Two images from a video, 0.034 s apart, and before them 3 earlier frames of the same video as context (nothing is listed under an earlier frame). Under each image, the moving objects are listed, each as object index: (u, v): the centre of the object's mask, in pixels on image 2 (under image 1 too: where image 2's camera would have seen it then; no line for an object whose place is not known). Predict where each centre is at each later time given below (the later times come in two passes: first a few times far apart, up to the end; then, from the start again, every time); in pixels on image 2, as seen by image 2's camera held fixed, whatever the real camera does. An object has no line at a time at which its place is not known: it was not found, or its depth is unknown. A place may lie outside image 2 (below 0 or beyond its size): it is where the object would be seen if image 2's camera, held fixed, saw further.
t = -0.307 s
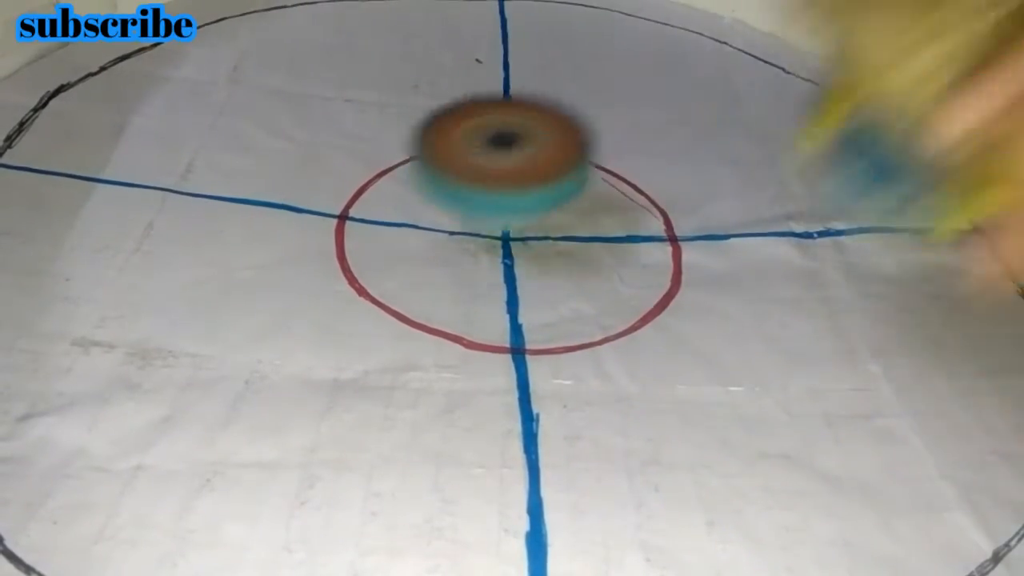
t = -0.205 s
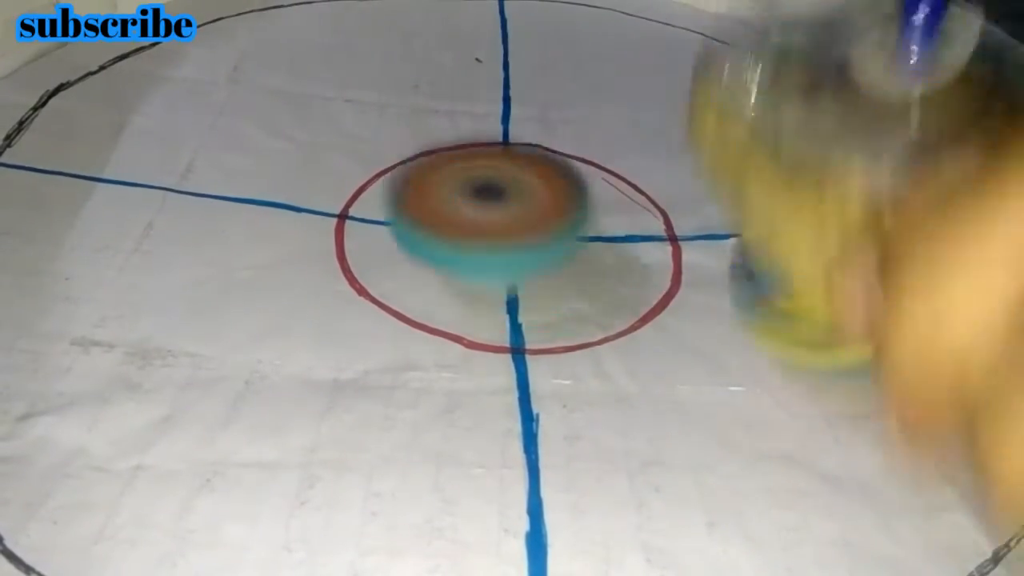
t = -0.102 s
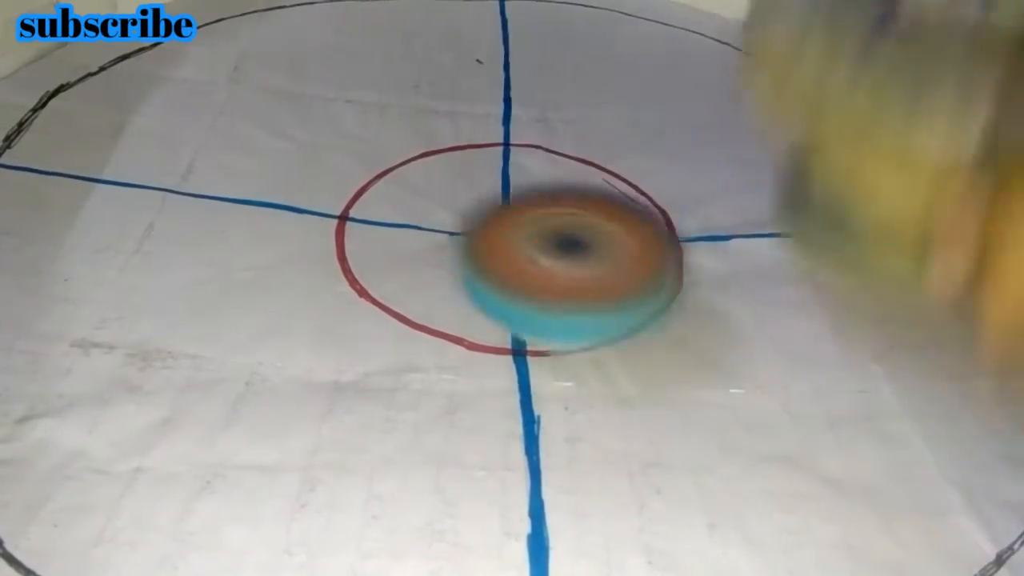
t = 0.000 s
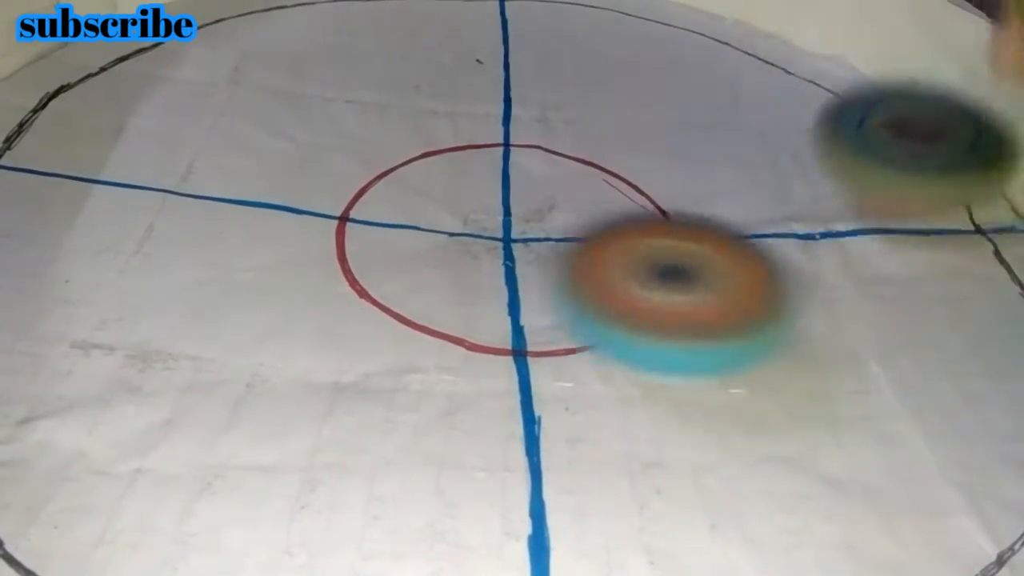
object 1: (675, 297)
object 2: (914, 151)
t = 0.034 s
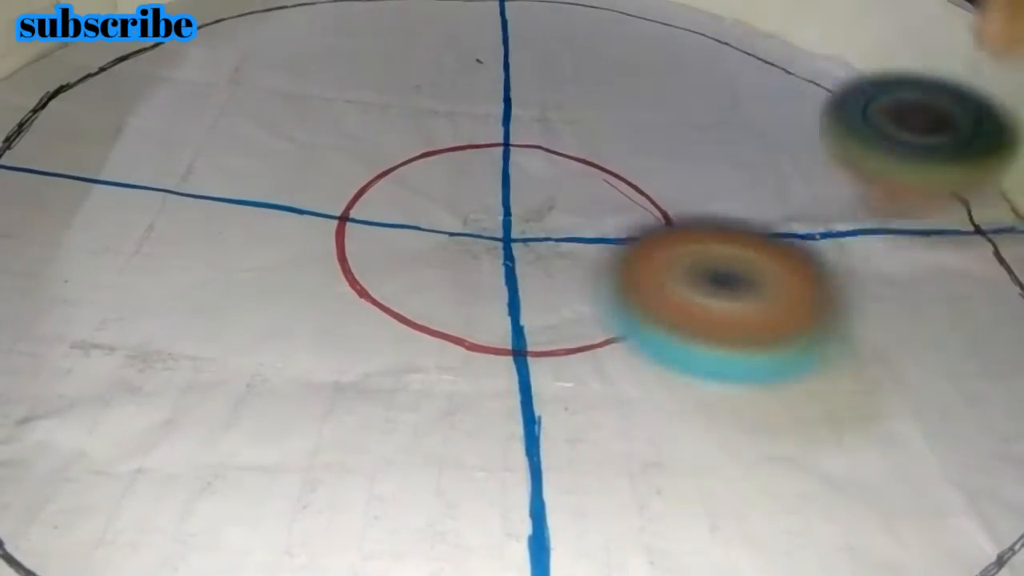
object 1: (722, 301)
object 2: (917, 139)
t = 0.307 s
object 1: (845, 255)
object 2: (729, 49)
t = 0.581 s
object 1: (760, 193)
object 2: (392, 157)
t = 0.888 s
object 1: (526, 173)
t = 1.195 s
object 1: (487, 173)
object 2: (975, 330)
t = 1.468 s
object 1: (437, 171)
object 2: (876, 178)
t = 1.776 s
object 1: (329, 155)
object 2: (586, 115)
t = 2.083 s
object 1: (199, 135)
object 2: (484, 161)
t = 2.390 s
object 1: (196, 116)
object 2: (718, 197)
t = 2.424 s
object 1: (196, 115)
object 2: (726, 191)
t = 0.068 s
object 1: (765, 303)
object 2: (924, 117)
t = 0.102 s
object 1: (801, 300)
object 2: (928, 102)
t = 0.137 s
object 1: (824, 296)
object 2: (900, 88)
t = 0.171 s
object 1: (835, 290)
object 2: (869, 74)
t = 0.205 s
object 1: (845, 282)
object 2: (837, 63)
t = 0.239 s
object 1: (847, 274)
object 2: (804, 56)
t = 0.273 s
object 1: (849, 264)
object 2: (769, 50)
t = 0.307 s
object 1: (845, 255)
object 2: (729, 49)
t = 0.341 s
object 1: (835, 247)
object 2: (690, 50)
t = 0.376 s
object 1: (825, 239)
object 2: (648, 55)
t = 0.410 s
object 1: (813, 232)
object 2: (603, 66)
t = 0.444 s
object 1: (806, 223)
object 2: (558, 80)
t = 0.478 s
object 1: (799, 216)
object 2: (506, 96)
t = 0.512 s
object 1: (789, 207)
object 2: (459, 114)
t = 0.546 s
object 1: (776, 201)
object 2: (422, 133)
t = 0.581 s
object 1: (760, 193)
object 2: (392, 157)
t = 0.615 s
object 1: (735, 187)
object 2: (374, 186)
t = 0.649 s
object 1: (705, 184)
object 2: (372, 211)
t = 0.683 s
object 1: (679, 181)
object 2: (386, 245)
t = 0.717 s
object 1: (656, 178)
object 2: (407, 285)
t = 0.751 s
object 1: (628, 173)
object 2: (431, 312)
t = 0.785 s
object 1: (597, 171)
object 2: (467, 336)
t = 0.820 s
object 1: (564, 169)
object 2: (522, 362)
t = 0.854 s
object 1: (541, 167)
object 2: (591, 379)
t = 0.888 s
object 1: (526, 173)
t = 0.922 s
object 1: (520, 175)
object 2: (747, 417)
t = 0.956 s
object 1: (521, 176)
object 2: (823, 424)
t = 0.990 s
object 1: (524, 175)
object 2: (885, 428)
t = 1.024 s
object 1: (527, 173)
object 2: (916, 424)
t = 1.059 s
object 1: (526, 171)
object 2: (936, 412)
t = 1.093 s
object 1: (523, 171)
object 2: (950, 392)
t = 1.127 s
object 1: (516, 169)
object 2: (962, 374)
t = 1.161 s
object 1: (503, 170)
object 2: (970, 352)
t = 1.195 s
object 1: (487, 173)
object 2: (975, 330)
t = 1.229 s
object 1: (471, 178)
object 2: (976, 307)
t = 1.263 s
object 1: (458, 180)
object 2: (973, 282)
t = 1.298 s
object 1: (449, 180)
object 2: (968, 262)
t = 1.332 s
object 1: (441, 179)
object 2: (959, 242)
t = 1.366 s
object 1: (438, 178)
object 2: (948, 226)
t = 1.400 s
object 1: (437, 175)
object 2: (935, 210)
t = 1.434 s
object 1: (438, 172)
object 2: (914, 194)
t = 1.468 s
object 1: (437, 171)
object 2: (876, 178)
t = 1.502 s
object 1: (438, 171)
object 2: (828, 163)
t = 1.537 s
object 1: (439, 171)
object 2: (773, 155)
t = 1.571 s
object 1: (440, 171)
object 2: (723, 147)
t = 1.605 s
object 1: (440, 171)
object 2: (680, 143)
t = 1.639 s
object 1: (437, 169)
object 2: (635, 138)
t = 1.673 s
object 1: (430, 168)
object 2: (601, 133)
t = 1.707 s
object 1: (385, 163)
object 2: (600, 128)
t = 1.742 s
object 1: (352, 158)
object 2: (597, 120)
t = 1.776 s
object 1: (329, 155)
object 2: (586, 115)
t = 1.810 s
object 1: (311, 153)
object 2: (573, 111)
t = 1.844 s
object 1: (295, 153)
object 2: (561, 108)
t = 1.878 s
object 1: (278, 151)
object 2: (544, 110)
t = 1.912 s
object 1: (263, 150)
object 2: (524, 115)
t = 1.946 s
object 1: (248, 146)
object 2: (506, 122)
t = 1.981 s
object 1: (236, 143)
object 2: (494, 129)
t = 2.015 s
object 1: (223, 140)
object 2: (485, 138)
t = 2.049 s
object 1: (210, 137)
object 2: (481, 150)
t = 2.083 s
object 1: (199, 135)
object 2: (484, 161)
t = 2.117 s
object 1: (190, 132)
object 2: (496, 175)
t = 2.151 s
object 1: (184, 129)
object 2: (518, 186)
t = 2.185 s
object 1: (181, 128)
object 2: (547, 195)
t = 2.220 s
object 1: (181, 126)
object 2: (577, 202)
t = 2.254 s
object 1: (188, 124)
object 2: (614, 208)
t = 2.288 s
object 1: (195, 122)
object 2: (645, 211)
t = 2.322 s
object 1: (198, 121)
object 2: (674, 209)
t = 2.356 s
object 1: (196, 117)
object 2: (702, 202)
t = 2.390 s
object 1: (196, 116)
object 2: (718, 197)
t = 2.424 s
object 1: (196, 115)
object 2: (726, 191)
